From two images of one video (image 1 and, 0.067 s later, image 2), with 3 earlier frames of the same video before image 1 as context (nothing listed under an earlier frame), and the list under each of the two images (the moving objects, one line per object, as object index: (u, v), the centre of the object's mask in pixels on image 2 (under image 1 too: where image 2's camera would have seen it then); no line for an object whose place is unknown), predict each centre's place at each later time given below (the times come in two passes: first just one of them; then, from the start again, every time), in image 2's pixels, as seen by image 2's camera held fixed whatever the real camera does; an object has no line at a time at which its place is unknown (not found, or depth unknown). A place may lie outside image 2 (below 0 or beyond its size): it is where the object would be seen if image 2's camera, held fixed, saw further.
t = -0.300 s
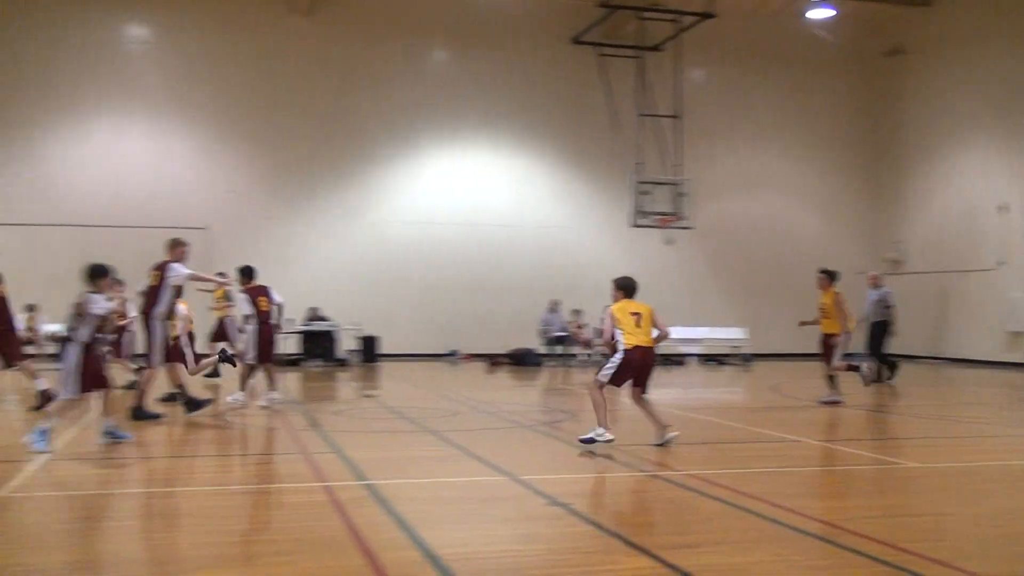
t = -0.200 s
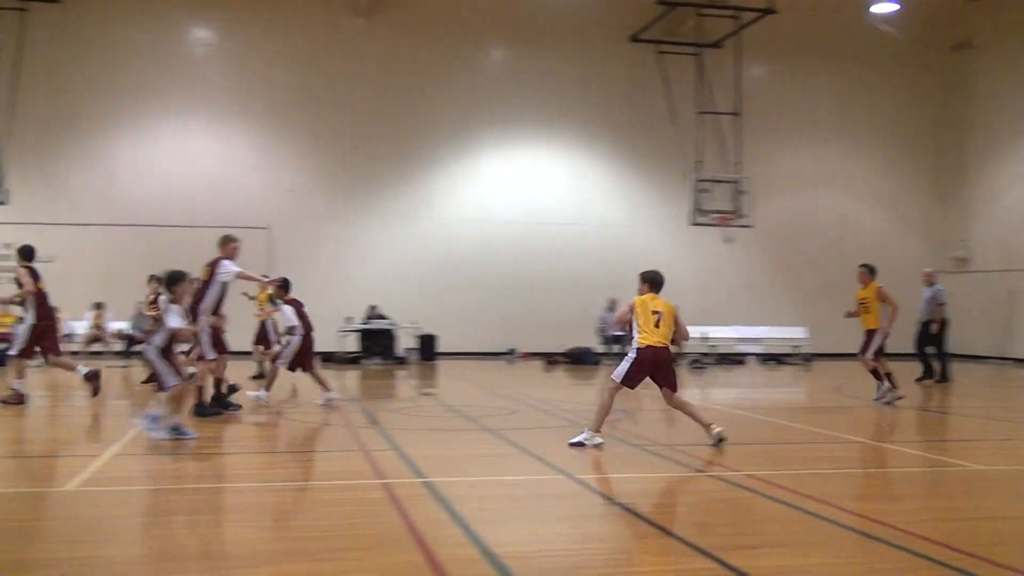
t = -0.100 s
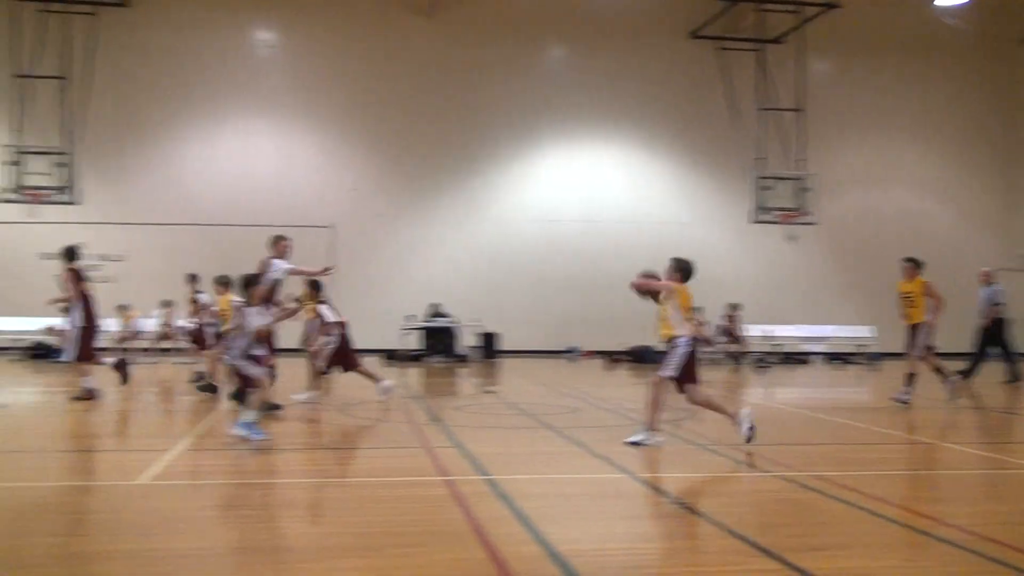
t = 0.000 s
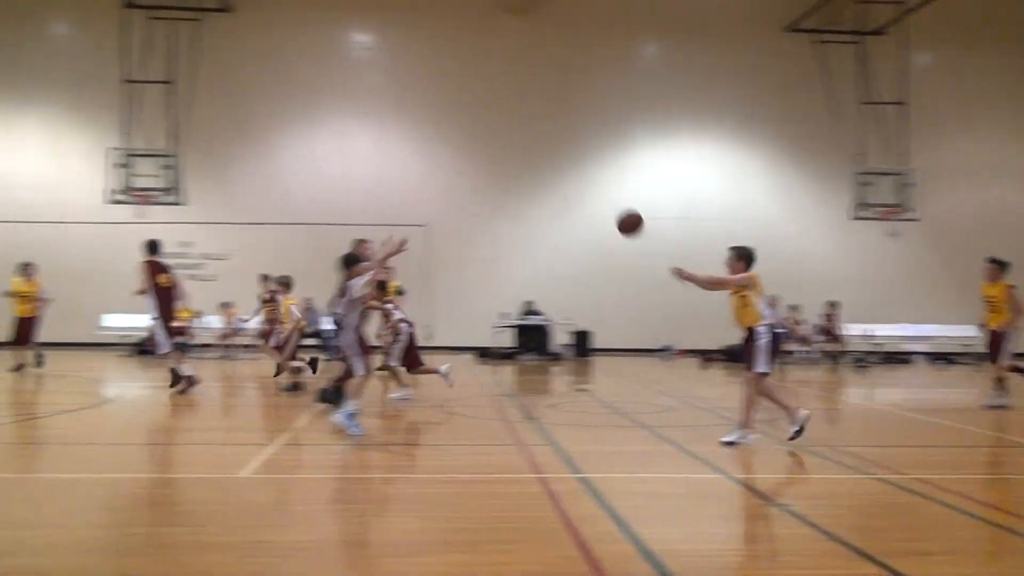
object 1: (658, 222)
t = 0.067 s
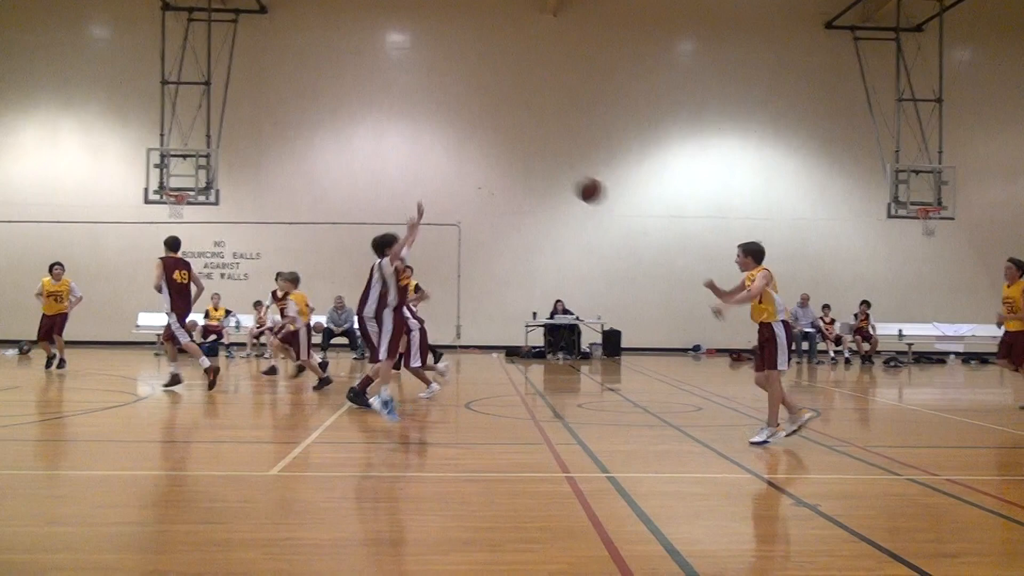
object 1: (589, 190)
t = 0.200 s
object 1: (462, 144)
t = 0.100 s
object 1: (555, 176)
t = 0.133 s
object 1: (523, 164)
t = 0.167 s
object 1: (492, 154)
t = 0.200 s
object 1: (462, 144)
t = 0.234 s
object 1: (433, 136)
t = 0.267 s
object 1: (404, 130)
